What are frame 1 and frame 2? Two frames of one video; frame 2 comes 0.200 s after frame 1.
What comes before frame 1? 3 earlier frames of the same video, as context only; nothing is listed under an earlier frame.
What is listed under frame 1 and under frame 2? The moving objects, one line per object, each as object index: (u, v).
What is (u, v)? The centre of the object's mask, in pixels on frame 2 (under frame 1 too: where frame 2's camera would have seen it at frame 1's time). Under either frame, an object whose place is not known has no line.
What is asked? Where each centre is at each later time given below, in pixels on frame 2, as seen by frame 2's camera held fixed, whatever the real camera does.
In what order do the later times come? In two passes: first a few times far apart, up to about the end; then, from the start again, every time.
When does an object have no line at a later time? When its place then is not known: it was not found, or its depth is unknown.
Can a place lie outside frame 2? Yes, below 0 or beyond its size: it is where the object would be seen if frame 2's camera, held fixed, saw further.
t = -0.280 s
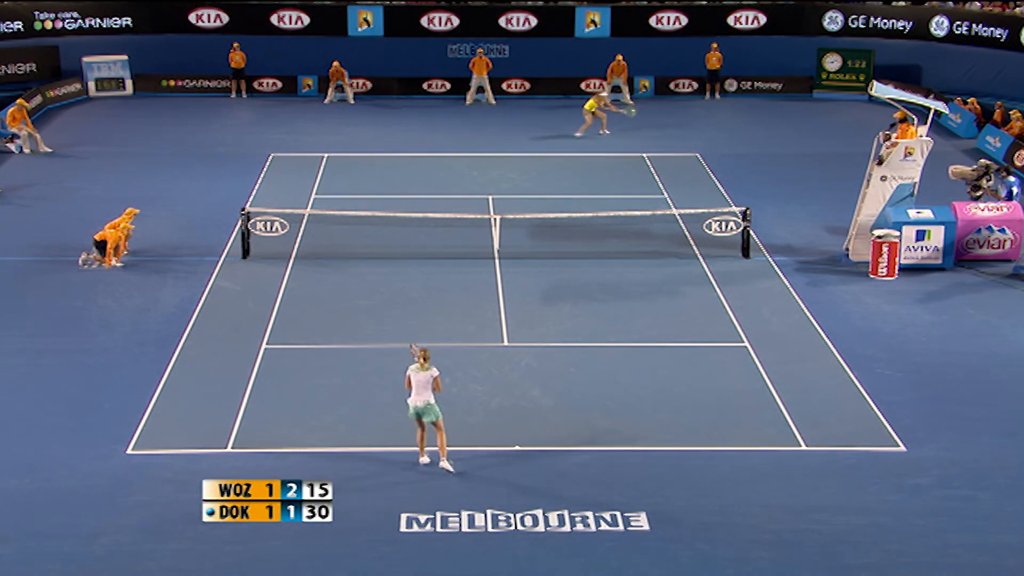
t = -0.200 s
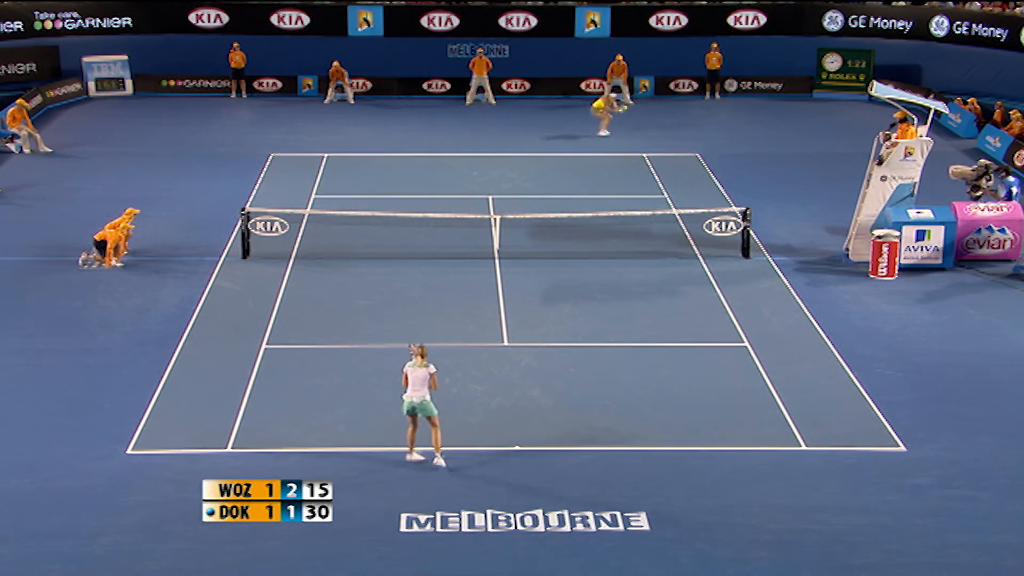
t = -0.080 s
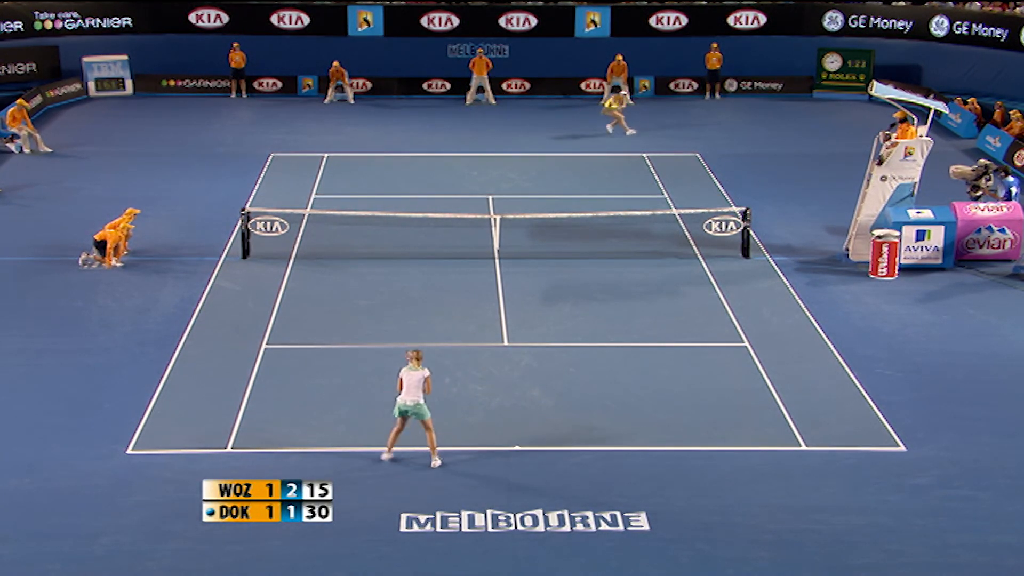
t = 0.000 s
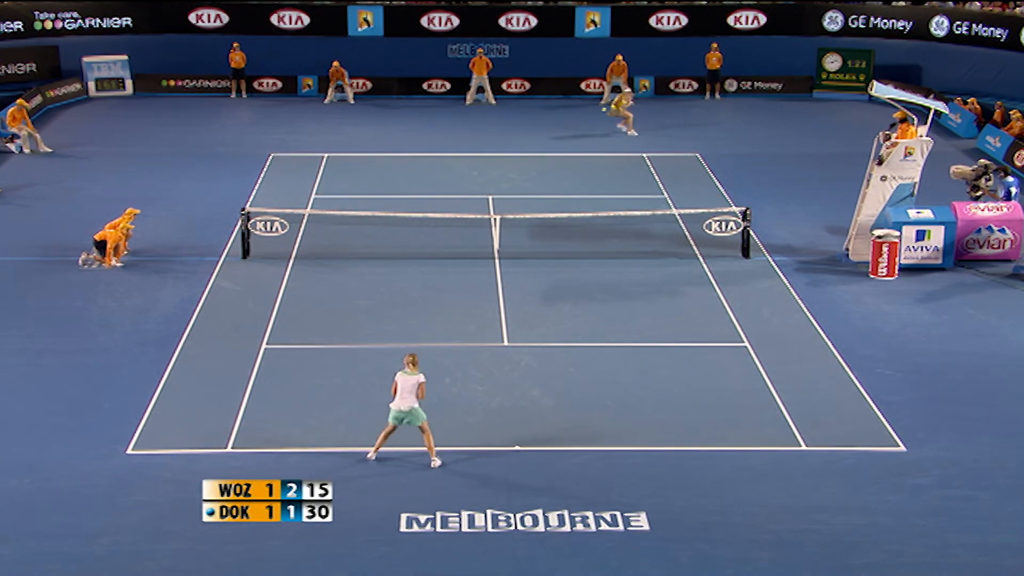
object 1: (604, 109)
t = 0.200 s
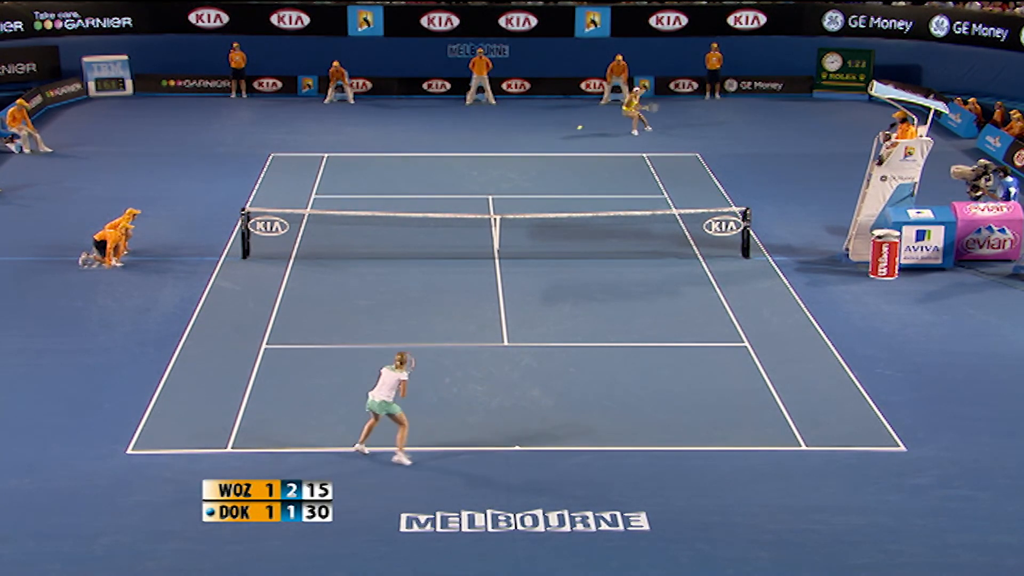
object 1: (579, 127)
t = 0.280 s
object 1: (569, 139)
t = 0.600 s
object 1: (520, 222)
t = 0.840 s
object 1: (479, 327)
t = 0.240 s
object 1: (574, 133)
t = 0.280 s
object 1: (569, 139)
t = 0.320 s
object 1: (563, 147)
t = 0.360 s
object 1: (558, 154)
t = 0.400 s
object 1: (551, 164)
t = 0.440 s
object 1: (545, 174)
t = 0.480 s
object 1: (540, 184)
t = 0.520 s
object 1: (534, 196)
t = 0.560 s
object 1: (527, 208)
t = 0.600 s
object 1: (520, 222)
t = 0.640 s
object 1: (514, 237)
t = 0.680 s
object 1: (507, 253)
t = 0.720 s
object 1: (501, 268)
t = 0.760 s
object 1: (493, 287)
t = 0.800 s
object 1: (486, 306)
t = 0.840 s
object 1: (479, 327)
